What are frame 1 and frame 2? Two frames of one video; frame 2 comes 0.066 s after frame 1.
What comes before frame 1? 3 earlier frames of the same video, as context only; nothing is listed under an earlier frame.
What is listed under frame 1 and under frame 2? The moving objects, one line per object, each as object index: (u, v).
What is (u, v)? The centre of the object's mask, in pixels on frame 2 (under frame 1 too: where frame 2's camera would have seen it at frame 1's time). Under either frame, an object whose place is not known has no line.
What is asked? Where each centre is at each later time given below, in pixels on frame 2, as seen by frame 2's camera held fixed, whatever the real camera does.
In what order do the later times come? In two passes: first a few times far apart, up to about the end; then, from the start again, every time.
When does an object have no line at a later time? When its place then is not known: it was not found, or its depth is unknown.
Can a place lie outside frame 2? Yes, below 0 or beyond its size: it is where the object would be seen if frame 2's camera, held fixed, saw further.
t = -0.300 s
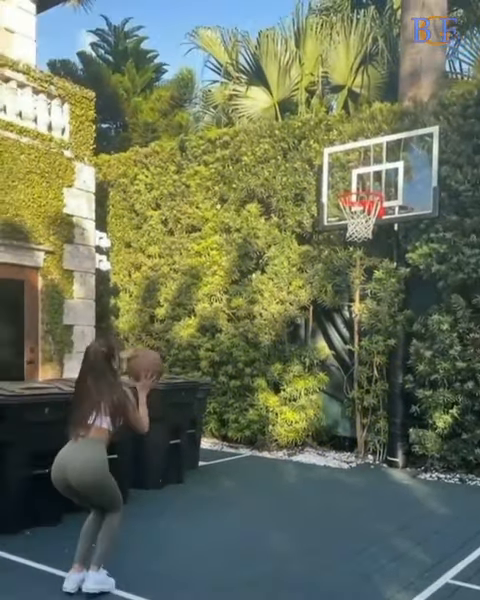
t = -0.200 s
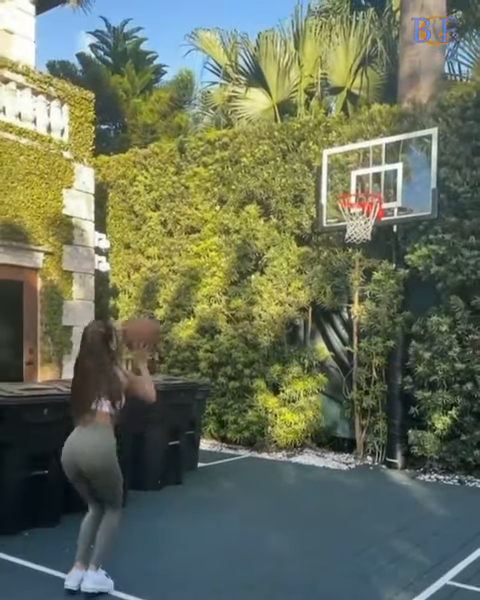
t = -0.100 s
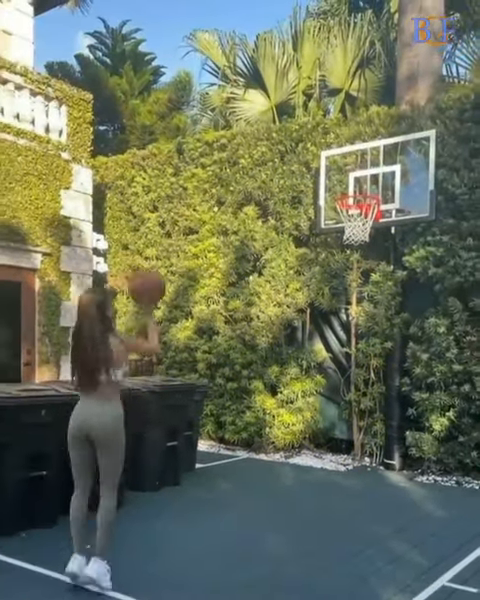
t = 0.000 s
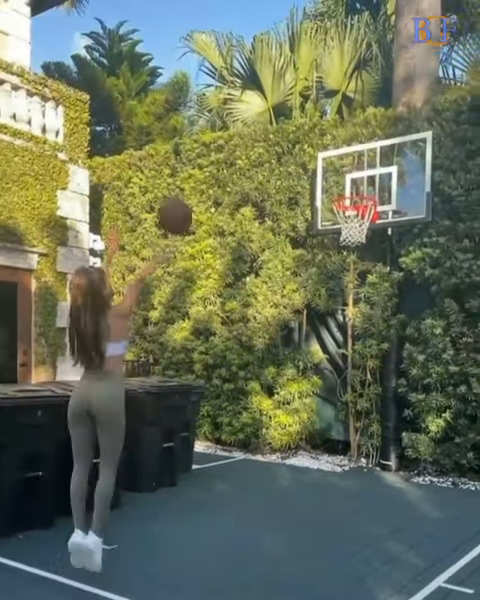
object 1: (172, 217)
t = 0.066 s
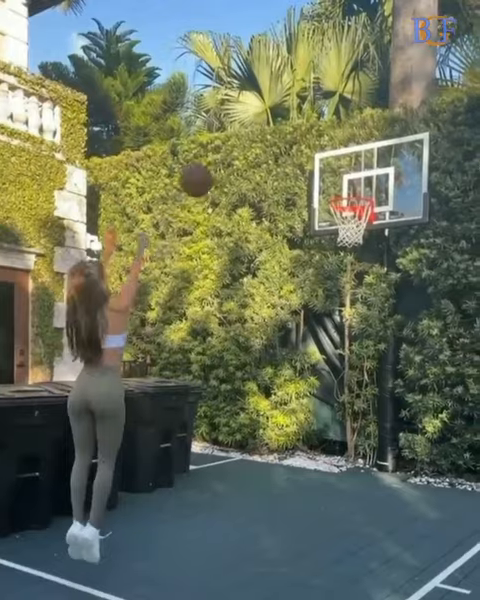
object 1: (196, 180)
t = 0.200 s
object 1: (236, 130)
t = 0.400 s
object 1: (287, 111)
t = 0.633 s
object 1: (329, 141)
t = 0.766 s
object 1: (347, 182)
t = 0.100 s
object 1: (207, 164)
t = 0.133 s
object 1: (216, 152)
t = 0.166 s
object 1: (226, 141)
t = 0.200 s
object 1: (236, 130)
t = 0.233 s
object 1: (245, 123)
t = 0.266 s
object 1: (254, 118)
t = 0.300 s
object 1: (262, 115)
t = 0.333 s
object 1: (271, 112)
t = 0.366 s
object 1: (278, 111)
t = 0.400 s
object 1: (287, 111)
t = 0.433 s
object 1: (293, 111)
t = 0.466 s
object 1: (299, 114)
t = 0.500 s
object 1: (306, 118)
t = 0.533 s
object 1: (312, 122)
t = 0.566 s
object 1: (317, 128)
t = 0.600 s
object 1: (323, 133)
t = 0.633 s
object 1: (329, 141)
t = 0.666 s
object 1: (333, 150)
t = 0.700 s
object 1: (340, 160)
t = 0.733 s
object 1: (344, 170)
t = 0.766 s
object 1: (347, 182)
